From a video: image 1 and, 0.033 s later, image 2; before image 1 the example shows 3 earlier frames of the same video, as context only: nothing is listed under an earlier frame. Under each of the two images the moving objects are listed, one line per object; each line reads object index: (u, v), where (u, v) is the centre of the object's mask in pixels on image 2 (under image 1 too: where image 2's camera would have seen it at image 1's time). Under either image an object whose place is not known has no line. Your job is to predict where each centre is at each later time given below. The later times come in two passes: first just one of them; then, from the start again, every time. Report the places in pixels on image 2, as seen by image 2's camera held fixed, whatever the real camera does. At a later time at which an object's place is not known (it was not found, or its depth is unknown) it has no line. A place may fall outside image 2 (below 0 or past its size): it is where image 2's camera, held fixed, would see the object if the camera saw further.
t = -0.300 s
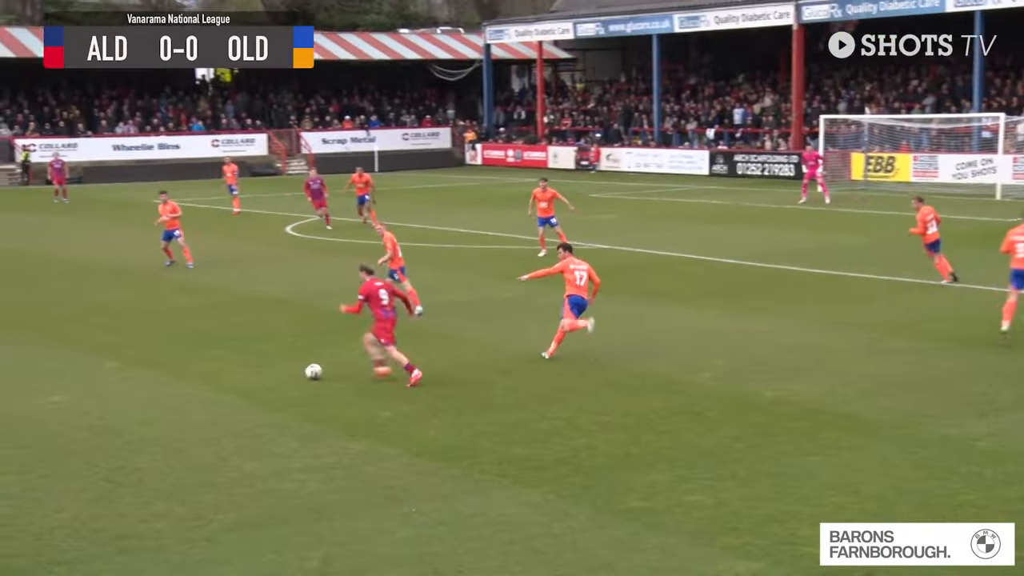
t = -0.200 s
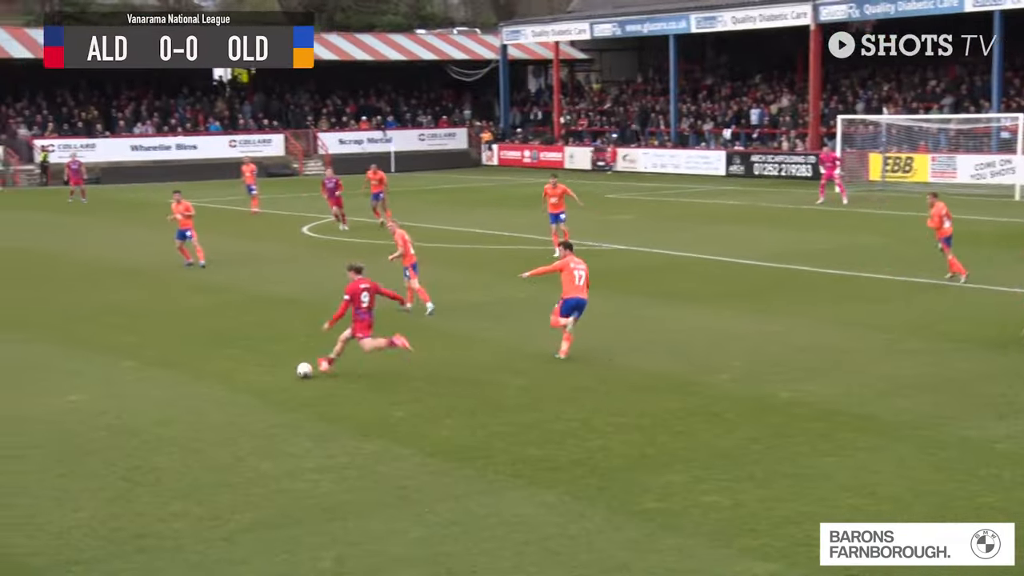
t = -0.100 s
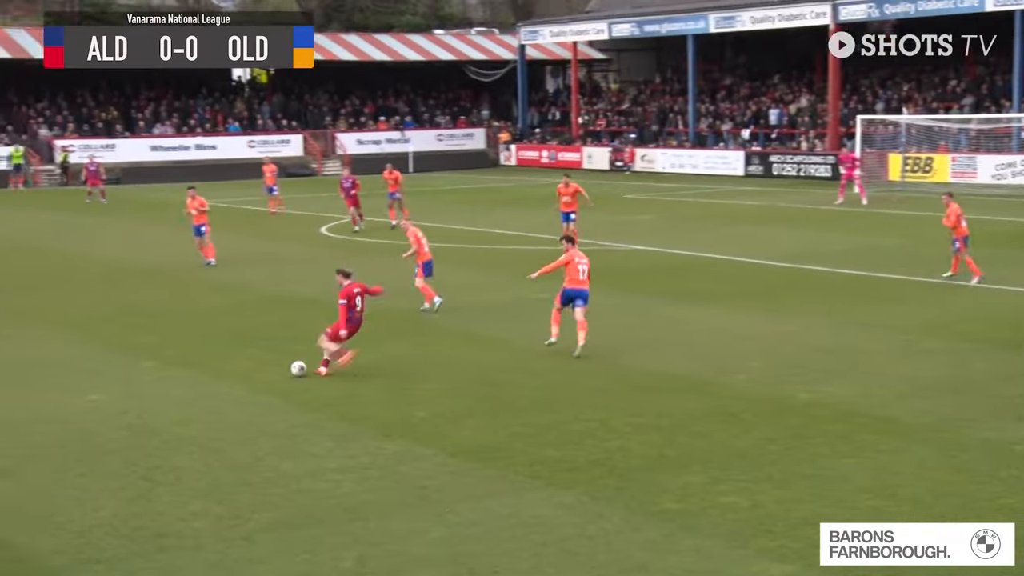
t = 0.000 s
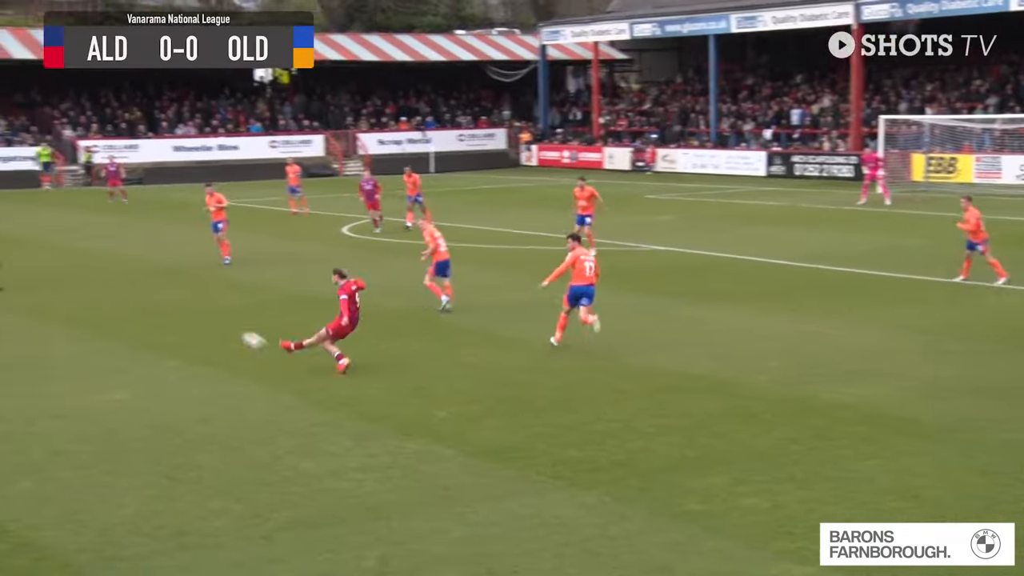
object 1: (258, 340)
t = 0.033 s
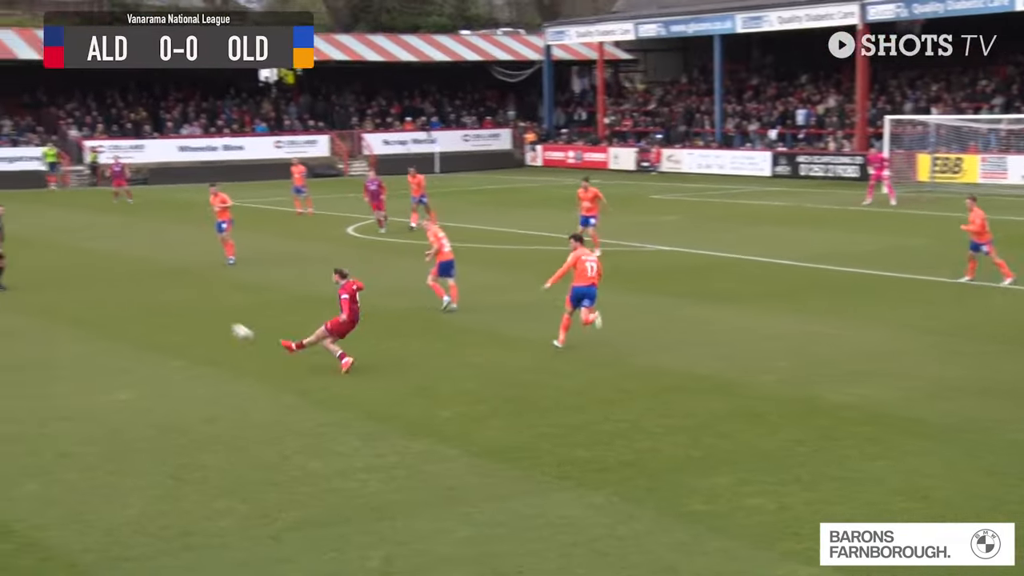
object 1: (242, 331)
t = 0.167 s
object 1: (136, 289)
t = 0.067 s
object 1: (207, 316)
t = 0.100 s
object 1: (177, 303)
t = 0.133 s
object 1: (162, 298)
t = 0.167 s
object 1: (136, 289)
